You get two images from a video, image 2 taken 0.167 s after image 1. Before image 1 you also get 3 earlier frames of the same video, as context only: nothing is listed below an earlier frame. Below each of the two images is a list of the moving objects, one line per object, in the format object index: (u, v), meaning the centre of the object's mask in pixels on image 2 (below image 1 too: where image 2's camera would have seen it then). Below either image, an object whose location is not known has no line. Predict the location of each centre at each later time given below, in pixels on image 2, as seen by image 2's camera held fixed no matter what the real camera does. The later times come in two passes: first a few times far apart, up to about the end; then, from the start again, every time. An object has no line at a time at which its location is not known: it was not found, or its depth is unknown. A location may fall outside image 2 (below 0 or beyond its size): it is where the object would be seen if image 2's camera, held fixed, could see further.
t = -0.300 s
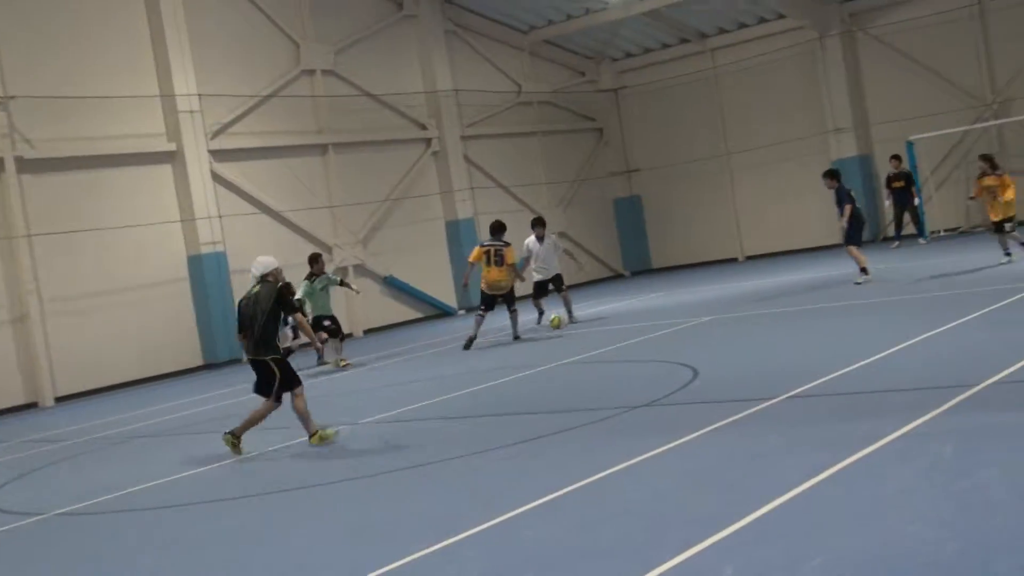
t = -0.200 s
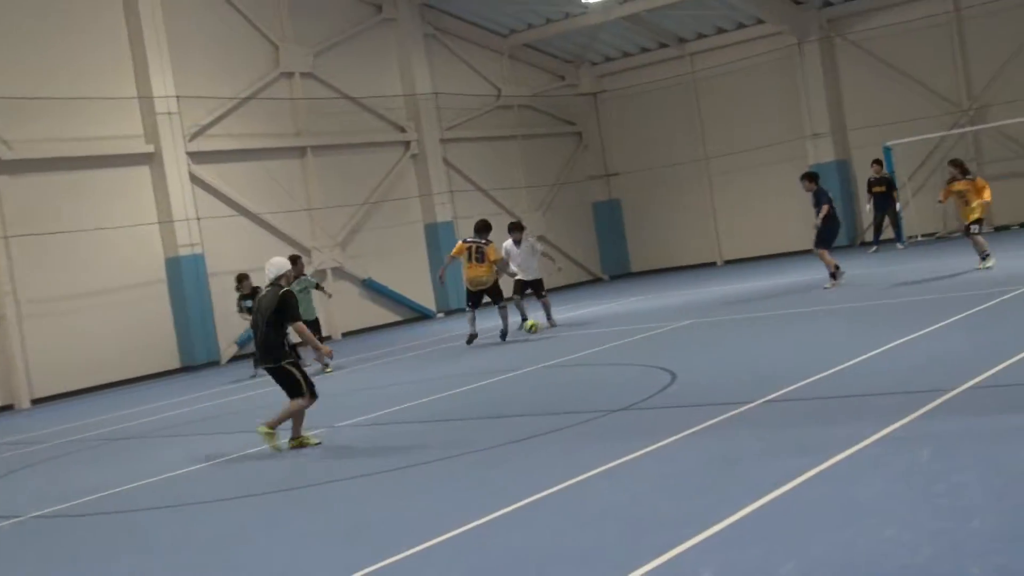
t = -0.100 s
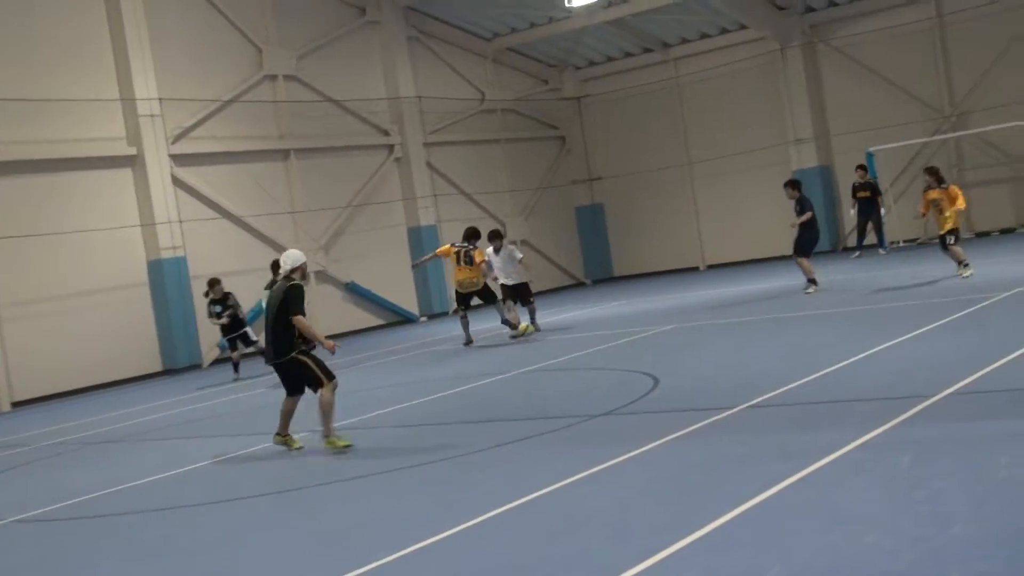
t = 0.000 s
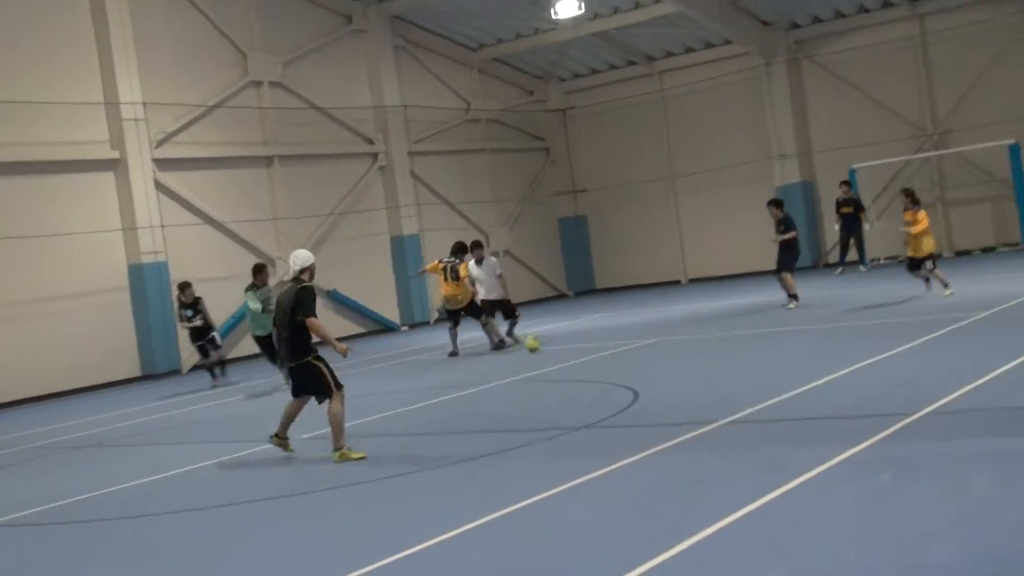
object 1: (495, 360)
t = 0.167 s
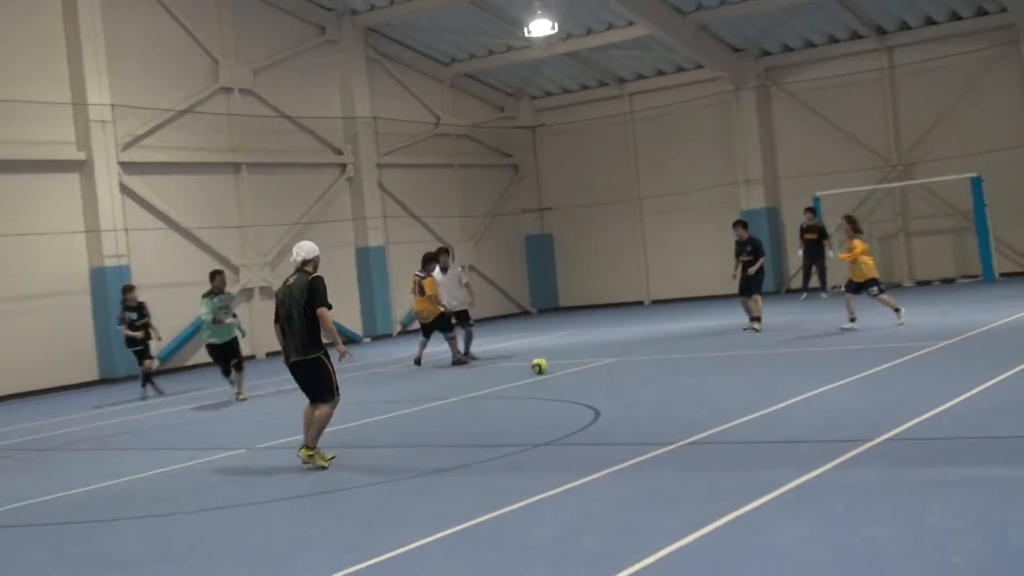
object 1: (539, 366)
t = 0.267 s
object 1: (568, 369)
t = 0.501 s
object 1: (643, 376)
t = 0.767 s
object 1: (736, 384)
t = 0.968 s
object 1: (817, 392)
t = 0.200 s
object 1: (548, 366)
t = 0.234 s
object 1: (558, 369)
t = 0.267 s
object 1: (568, 369)
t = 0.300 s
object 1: (579, 369)
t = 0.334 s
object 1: (589, 371)
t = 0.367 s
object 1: (600, 373)
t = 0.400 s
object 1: (610, 374)
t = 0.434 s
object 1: (621, 374)
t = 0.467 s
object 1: (632, 376)
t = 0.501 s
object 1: (643, 376)
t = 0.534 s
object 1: (653, 377)
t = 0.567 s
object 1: (666, 378)
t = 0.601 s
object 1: (677, 380)
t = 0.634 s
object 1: (688, 381)
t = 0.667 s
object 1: (699, 381)
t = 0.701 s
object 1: (711, 382)
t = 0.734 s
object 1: (724, 384)
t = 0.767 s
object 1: (736, 384)
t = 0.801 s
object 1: (748, 385)
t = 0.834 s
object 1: (762, 388)
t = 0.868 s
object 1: (775, 387)
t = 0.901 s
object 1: (789, 389)
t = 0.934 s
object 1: (803, 392)
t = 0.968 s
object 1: (817, 392)
